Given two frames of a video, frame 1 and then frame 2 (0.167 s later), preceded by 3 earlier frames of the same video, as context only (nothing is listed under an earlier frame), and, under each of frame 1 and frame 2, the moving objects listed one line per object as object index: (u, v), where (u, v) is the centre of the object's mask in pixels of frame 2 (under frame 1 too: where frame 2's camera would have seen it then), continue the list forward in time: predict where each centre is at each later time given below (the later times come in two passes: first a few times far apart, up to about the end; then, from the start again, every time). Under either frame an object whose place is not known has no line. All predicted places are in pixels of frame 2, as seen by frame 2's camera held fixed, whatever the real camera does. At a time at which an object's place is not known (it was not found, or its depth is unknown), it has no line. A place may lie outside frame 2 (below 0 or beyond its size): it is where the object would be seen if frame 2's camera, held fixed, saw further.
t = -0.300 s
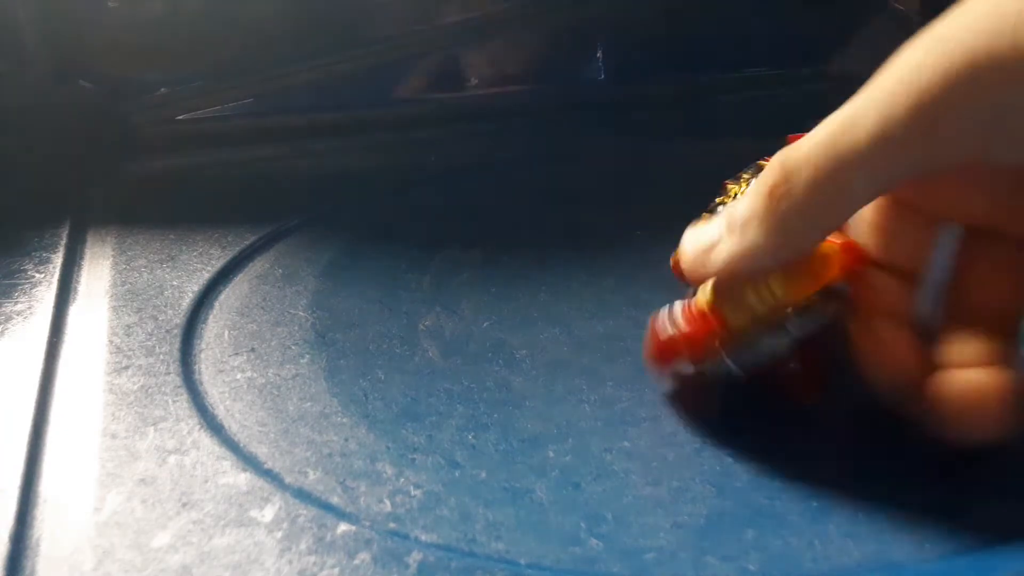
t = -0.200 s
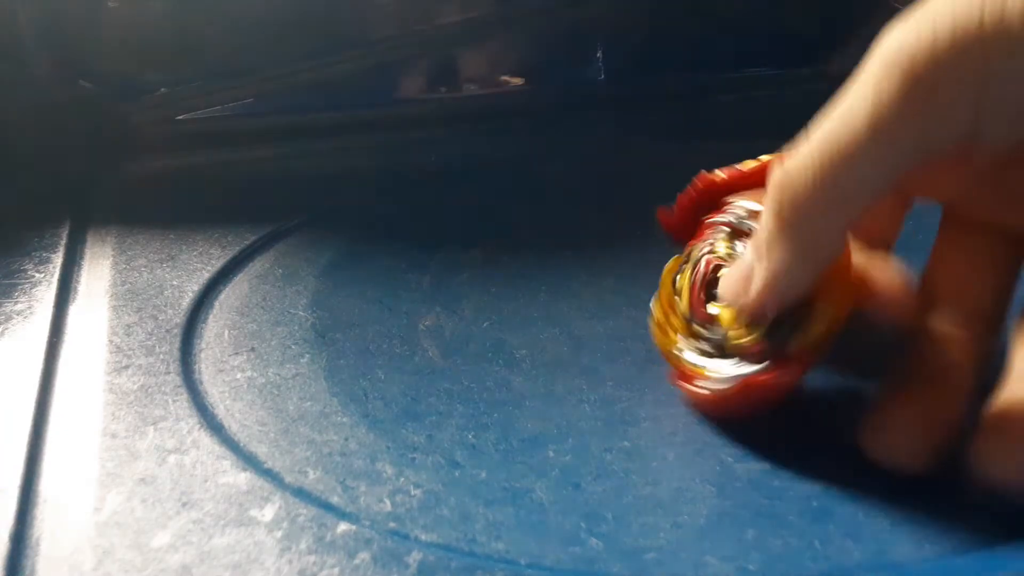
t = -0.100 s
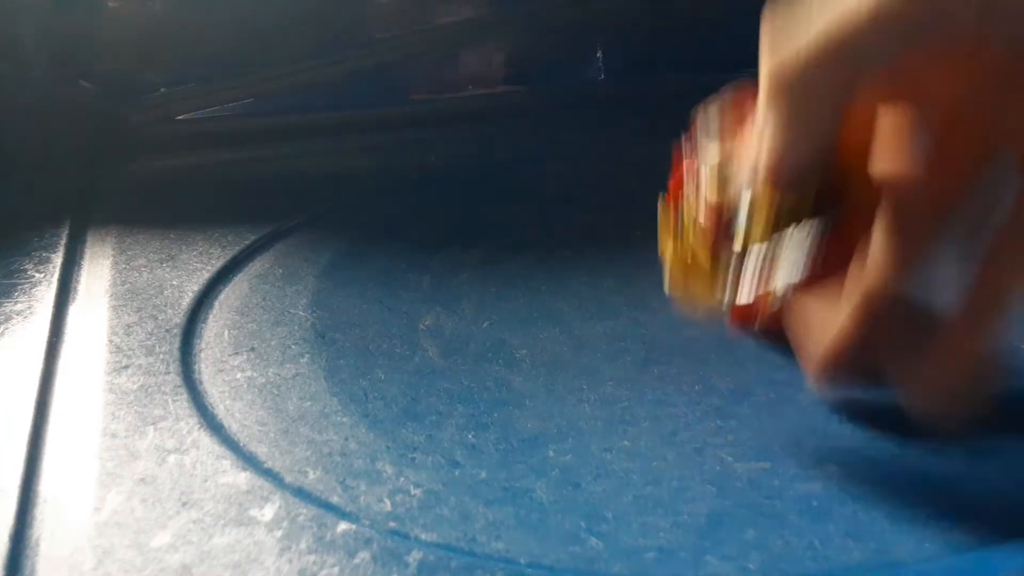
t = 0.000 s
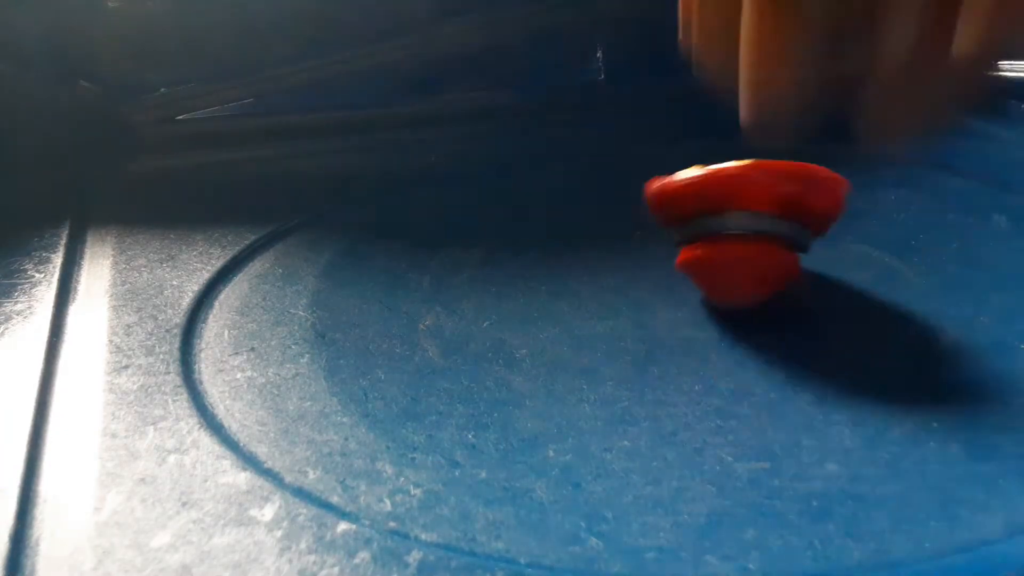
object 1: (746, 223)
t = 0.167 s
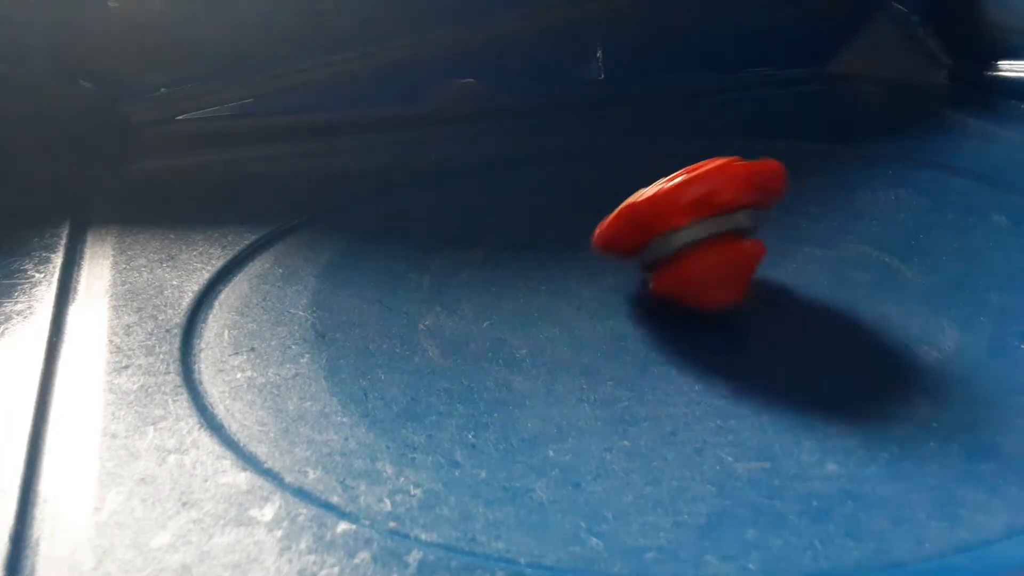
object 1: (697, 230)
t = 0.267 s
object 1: (676, 247)
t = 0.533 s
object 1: (685, 267)
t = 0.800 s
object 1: (730, 281)
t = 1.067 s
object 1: (721, 278)
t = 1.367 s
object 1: (670, 259)
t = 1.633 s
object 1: (679, 245)
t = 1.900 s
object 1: (704, 228)
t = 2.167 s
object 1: (707, 227)
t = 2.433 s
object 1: (685, 239)
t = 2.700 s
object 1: (667, 252)
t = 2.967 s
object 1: (672, 261)
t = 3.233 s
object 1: (670, 258)
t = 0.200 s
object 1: (688, 236)
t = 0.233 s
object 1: (682, 241)
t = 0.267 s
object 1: (676, 247)
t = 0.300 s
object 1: (671, 249)
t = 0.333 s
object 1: (668, 251)
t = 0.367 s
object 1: (667, 252)
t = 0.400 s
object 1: (666, 255)
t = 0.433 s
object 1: (668, 258)
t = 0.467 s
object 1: (672, 262)
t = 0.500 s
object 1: (679, 265)
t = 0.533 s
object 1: (685, 267)
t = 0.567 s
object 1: (692, 270)
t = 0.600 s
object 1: (699, 273)
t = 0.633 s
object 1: (706, 275)
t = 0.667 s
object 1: (713, 277)
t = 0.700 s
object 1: (718, 278)
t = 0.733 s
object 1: (723, 279)
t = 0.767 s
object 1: (727, 280)
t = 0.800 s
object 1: (730, 281)
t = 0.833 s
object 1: (733, 281)
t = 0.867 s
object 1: (734, 281)
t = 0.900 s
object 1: (734, 281)
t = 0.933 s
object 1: (733, 281)
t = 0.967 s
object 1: (731, 281)
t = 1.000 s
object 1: (728, 280)
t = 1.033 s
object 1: (725, 279)
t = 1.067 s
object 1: (721, 278)
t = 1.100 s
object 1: (716, 277)
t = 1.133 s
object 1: (710, 276)
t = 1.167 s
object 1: (703, 274)
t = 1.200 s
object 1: (697, 271)
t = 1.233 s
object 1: (690, 269)
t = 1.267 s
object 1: (684, 267)
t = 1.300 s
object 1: (679, 264)
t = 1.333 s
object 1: (674, 261)
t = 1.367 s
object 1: (670, 259)
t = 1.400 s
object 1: (668, 256)
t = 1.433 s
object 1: (667, 253)
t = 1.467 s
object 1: (667, 252)
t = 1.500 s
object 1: (668, 250)
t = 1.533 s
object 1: (670, 249)
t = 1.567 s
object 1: (673, 248)
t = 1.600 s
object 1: (675, 247)
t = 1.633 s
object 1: (679, 245)
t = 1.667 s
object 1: (682, 241)
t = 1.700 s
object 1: (685, 239)
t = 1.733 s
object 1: (689, 235)
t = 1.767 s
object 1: (693, 233)
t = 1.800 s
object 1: (697, 231)
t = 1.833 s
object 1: (700, 230)
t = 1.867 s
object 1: (702, 229)
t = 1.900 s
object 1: (704, 228)
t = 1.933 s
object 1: (706, 228)
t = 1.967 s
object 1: (707, 227)
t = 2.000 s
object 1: (709, 227)
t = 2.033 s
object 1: (709, 227)
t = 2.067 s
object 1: (709, 227)
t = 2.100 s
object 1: (709, 227)
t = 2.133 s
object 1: (708, 227)
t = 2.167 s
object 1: (707, 227)
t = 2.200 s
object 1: (705, 228)
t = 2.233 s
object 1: (703, 228)
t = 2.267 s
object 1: (701, 229)
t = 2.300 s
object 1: (699, 230)
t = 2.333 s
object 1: (696, 231)
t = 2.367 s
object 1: (692, 233)
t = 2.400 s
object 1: (689, 236)
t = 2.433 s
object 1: (685, 239)
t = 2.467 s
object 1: (682, 242)
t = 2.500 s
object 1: (680, 244)
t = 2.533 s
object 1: (677, 247)
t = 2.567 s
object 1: (674, 248)
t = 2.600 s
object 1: (672, 248)
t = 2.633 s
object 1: (670, 249)
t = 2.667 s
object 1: (668, 250)
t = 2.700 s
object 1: (667, 252)
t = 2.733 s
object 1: (667, 253)
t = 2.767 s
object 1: (667, 254)
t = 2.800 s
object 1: (667, 255)
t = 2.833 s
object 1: (668, 257)
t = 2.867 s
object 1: (669, 258)
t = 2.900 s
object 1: (670, 258)
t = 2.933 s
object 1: (671, 260)
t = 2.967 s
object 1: (672, 261)
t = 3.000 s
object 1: (672, 261)
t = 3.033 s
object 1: (673, 262)
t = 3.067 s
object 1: (673, 262)
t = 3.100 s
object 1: (673, 262)
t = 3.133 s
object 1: (673, 261)
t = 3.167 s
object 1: (672, 260)
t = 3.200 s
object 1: (671, 259)
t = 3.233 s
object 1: (670, 258)
